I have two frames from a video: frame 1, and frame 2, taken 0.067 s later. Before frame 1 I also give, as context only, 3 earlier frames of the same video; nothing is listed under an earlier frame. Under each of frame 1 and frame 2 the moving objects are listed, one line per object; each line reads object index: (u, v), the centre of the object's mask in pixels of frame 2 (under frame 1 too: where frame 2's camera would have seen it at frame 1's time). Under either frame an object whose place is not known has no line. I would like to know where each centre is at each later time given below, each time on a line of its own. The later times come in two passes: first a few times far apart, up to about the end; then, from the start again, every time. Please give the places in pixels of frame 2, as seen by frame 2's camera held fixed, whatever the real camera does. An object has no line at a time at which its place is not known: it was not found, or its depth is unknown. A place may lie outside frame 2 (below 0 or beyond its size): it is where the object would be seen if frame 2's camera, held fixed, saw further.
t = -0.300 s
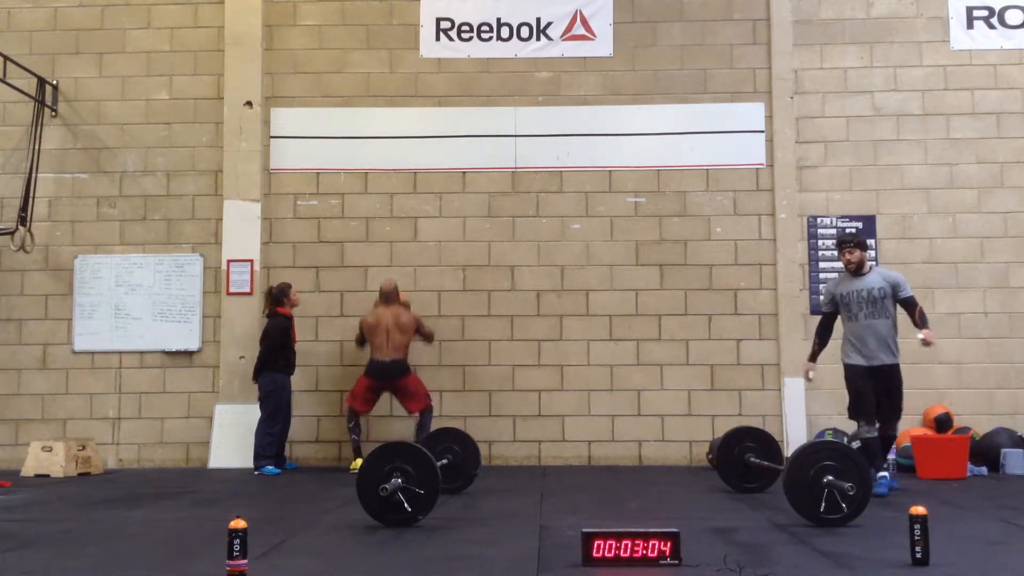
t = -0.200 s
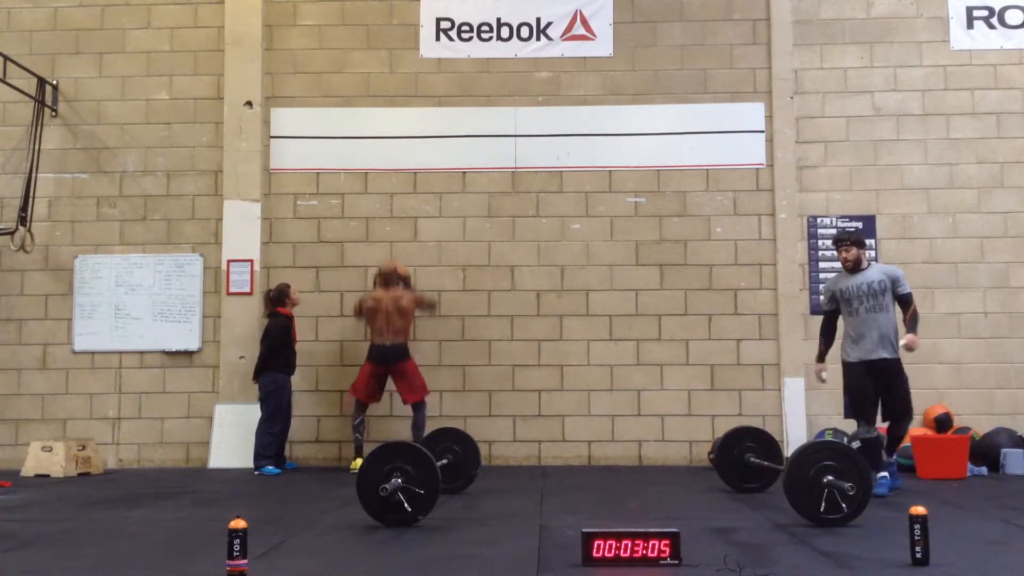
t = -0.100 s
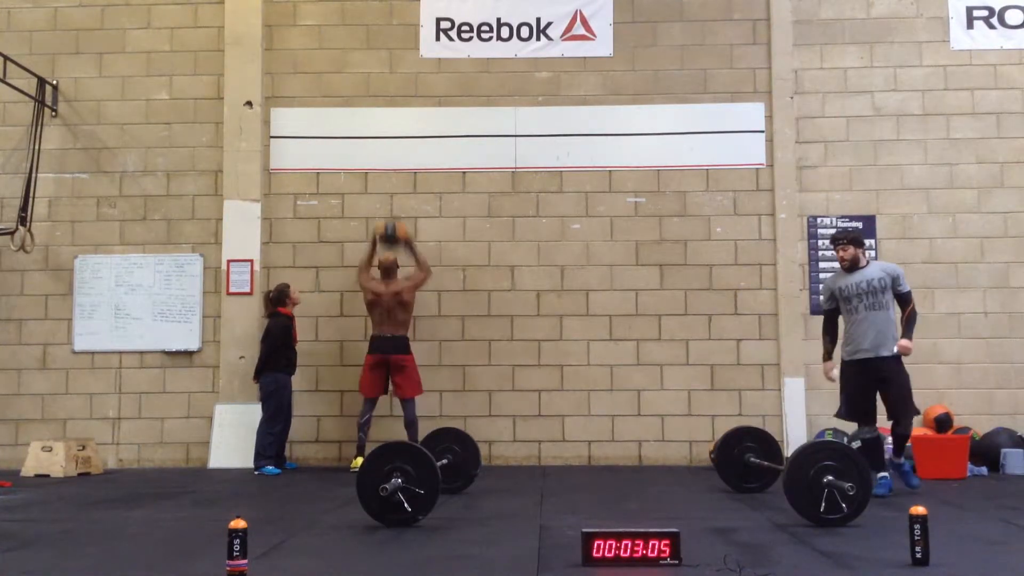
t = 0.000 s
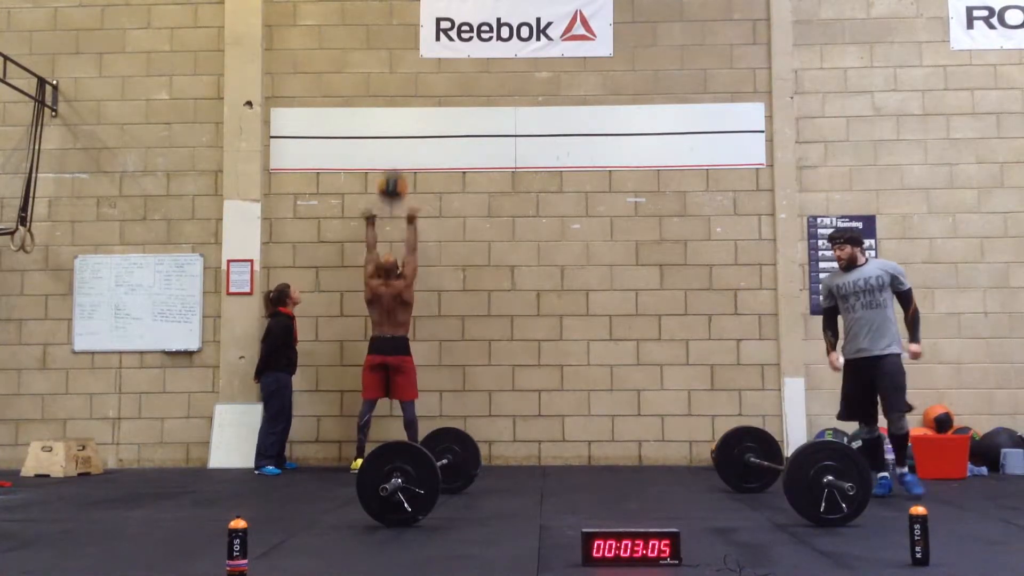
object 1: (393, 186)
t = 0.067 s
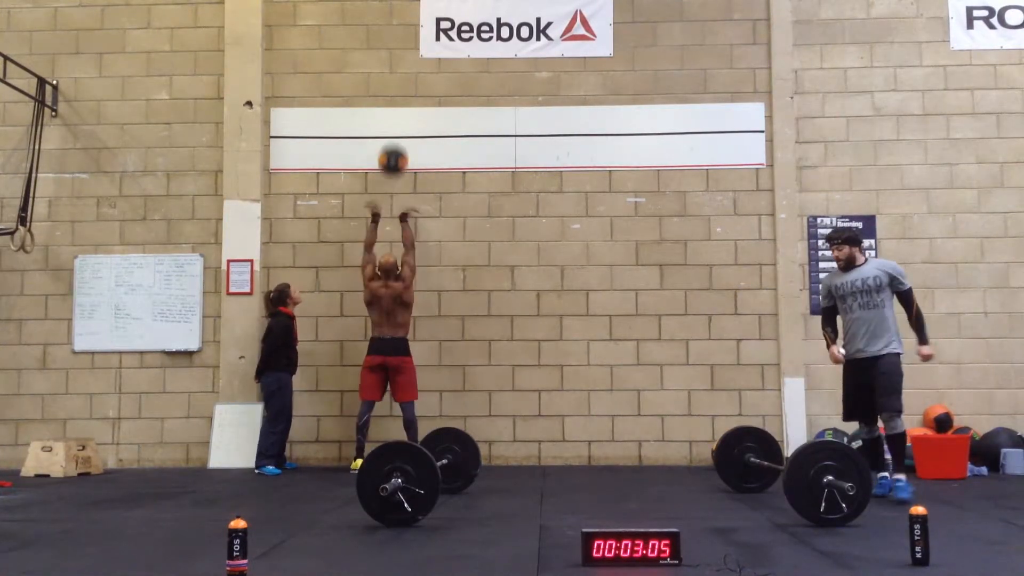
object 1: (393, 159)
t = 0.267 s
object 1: (394, 110)
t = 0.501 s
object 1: (395, 104)
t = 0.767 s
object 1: (394, 162)
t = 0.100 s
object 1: (393, 149)
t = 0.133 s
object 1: (393, 139)
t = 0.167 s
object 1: (393, 130)
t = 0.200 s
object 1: (394, 122)
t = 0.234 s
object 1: (394, 115)
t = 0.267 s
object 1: (394, 110)
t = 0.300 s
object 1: (394, 106)
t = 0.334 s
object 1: (395, 103)
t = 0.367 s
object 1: (395, 101)
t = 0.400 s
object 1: (395, 101)
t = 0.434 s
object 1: (395, 101)
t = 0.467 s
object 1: (395, 102)
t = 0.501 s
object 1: (395, 104)
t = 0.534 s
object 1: (395, 107)
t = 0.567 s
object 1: (395, 111)
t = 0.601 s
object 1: (395, 116)
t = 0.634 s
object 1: (395, 123)
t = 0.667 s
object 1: (394, 132)
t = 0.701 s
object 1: (394, 141)
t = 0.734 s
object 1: (394, 150)
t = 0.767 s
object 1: (394, 162)
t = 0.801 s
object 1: (395, 174)
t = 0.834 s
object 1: (395, 189)
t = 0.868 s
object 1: (395, 205)
